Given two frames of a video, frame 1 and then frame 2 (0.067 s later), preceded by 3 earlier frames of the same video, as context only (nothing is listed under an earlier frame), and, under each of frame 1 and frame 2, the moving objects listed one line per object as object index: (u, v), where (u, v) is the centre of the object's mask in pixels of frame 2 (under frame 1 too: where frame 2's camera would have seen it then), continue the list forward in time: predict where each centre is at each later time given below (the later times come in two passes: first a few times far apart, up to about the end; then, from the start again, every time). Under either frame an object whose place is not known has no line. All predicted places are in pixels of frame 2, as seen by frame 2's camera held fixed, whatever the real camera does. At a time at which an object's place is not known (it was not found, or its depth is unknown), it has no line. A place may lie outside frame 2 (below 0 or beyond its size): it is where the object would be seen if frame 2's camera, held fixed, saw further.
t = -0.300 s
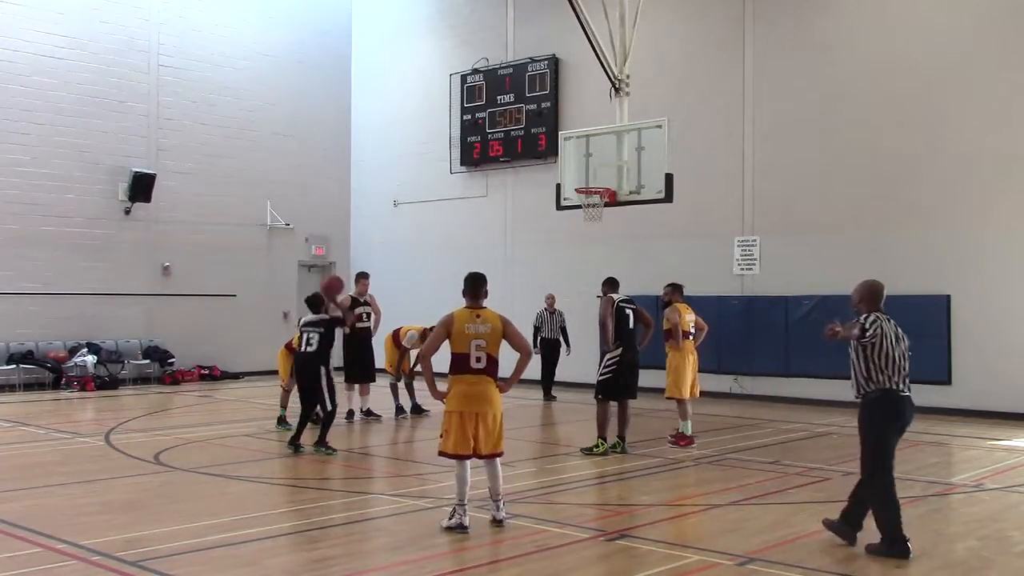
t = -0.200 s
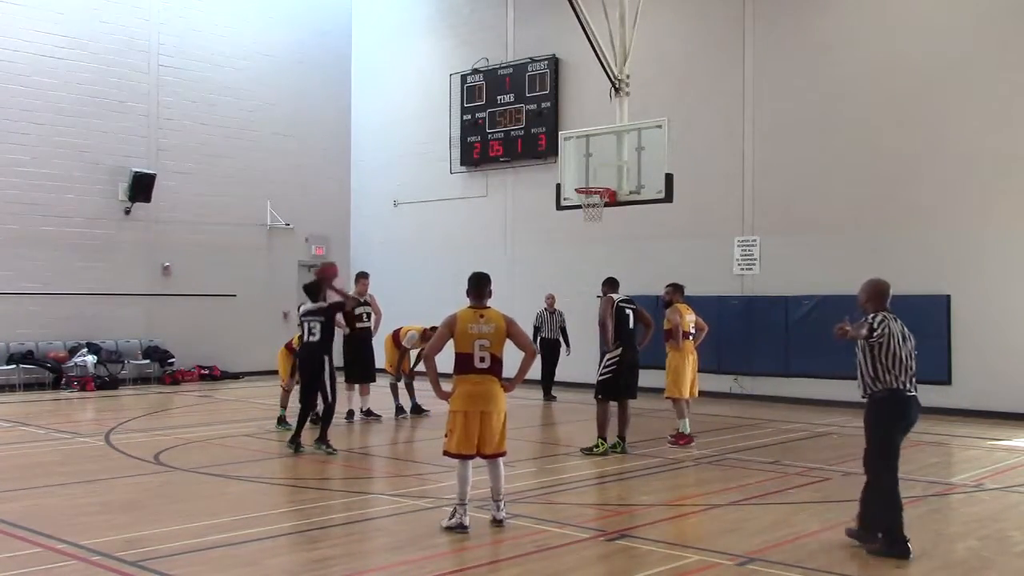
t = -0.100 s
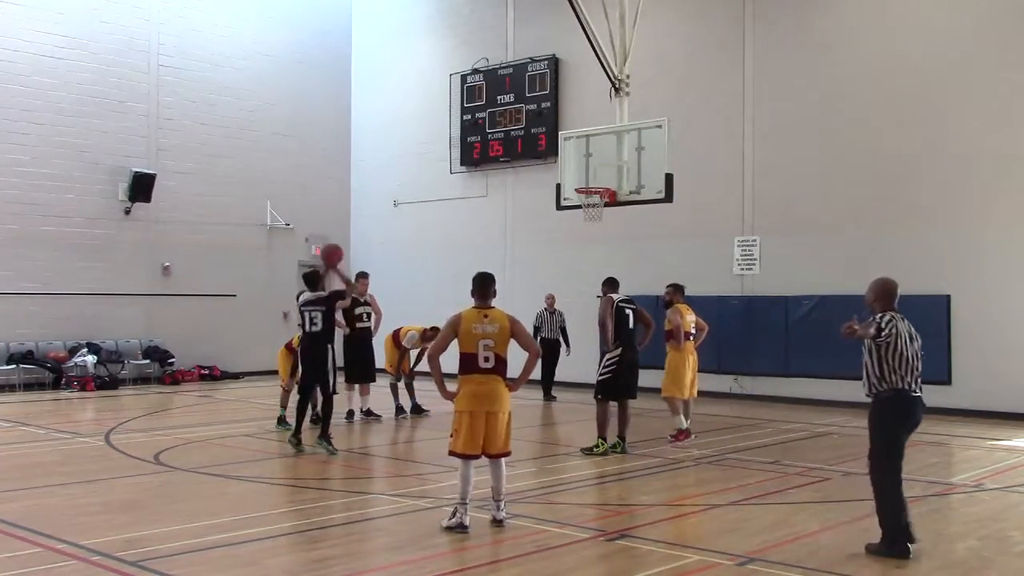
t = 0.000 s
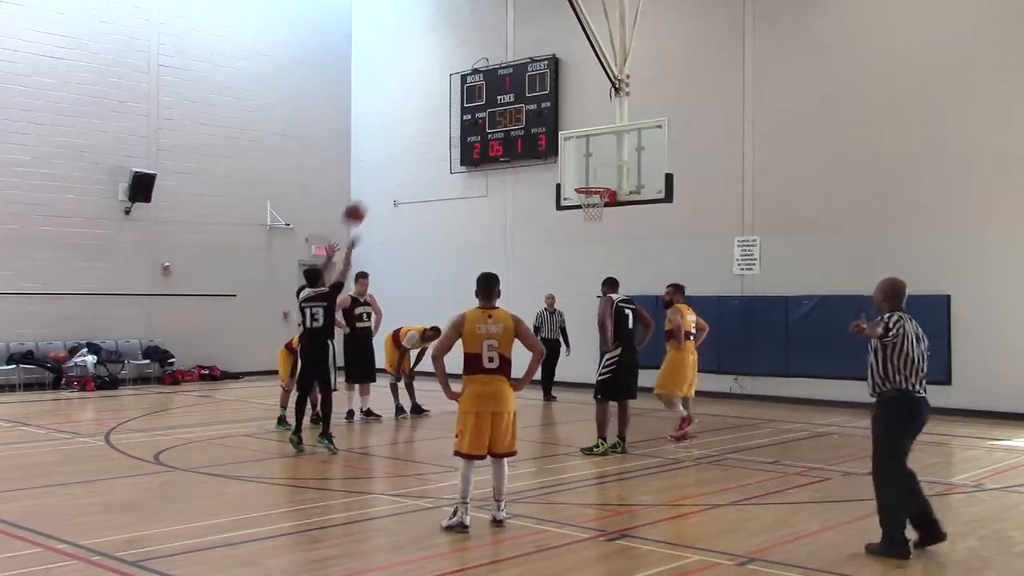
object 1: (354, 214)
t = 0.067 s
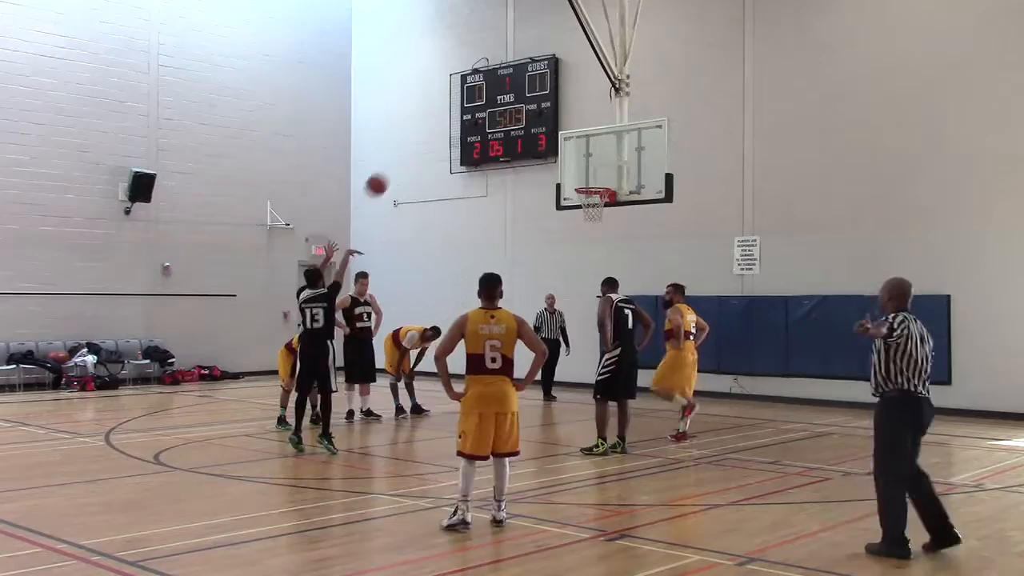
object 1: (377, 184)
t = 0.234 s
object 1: (428, 135)
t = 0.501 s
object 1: (499, 108)
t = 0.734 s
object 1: (554, 131)
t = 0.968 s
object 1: (598, 177)
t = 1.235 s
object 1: (610, 121)
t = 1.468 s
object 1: (620, 113)
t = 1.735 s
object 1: (631, 154)
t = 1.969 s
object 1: (640, 233)
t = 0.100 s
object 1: (387, 172)
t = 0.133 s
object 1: (398, 160)
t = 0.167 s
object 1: (408, 151)
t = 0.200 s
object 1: (418, 143)
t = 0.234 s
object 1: (428, 135)
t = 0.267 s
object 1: (437, 128)
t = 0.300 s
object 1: (447, 123)
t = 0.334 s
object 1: (454, 118)
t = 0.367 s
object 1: (464, 115)
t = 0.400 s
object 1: (474, 113)
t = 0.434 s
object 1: (482, 111)
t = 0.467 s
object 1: (490, 109)
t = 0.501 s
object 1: (499, 108)
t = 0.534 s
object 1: (506, 109)
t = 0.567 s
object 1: (515, 109)
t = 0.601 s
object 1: (527, 115)
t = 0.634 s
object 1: (534, 118)
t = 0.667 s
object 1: (539, 120)
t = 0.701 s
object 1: (546, 124)
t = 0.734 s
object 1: (554, 131)
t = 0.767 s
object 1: (559, 139)
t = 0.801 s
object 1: (568, 146)
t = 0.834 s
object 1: (575, 153)
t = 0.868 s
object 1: (582, 162)
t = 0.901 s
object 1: (588, 171)
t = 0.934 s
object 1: (596, 180)
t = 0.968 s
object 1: (598, 177)
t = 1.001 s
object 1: (599, 167)
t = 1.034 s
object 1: (601, 158)
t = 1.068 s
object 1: (603, 150)
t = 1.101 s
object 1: (604, 143)
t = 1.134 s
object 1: (606, 136)
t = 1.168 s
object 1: (607, 130)
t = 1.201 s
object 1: (608, 125)
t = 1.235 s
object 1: (610, 121)
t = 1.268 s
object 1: (611, 118)
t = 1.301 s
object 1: (612, 115)
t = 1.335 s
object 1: (614, 113)
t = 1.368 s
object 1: (615, 112)
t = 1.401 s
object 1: (617, 112)
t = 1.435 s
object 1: (618, 112)
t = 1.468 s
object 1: (620, 113)
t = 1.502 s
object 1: (621, 116)
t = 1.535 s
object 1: (622, 118)
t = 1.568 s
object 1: (624, 122)
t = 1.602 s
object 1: (625, 127)
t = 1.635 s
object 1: (626, 132)
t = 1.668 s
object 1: (628, 139)
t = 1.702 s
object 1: (630, 146)
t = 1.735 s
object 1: (631, 154)
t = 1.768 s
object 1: (632, 163)
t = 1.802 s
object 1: (633, 172)
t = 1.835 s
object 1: (635, 183)
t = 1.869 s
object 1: (637, 195)
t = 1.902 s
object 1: (637, 208)
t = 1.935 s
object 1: (639, 219)
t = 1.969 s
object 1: (640, 233)
